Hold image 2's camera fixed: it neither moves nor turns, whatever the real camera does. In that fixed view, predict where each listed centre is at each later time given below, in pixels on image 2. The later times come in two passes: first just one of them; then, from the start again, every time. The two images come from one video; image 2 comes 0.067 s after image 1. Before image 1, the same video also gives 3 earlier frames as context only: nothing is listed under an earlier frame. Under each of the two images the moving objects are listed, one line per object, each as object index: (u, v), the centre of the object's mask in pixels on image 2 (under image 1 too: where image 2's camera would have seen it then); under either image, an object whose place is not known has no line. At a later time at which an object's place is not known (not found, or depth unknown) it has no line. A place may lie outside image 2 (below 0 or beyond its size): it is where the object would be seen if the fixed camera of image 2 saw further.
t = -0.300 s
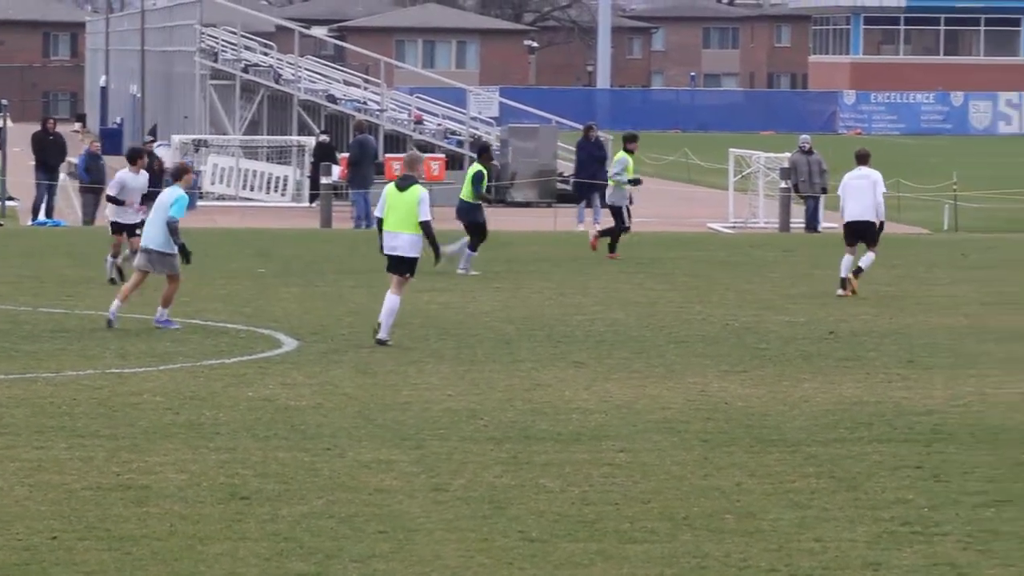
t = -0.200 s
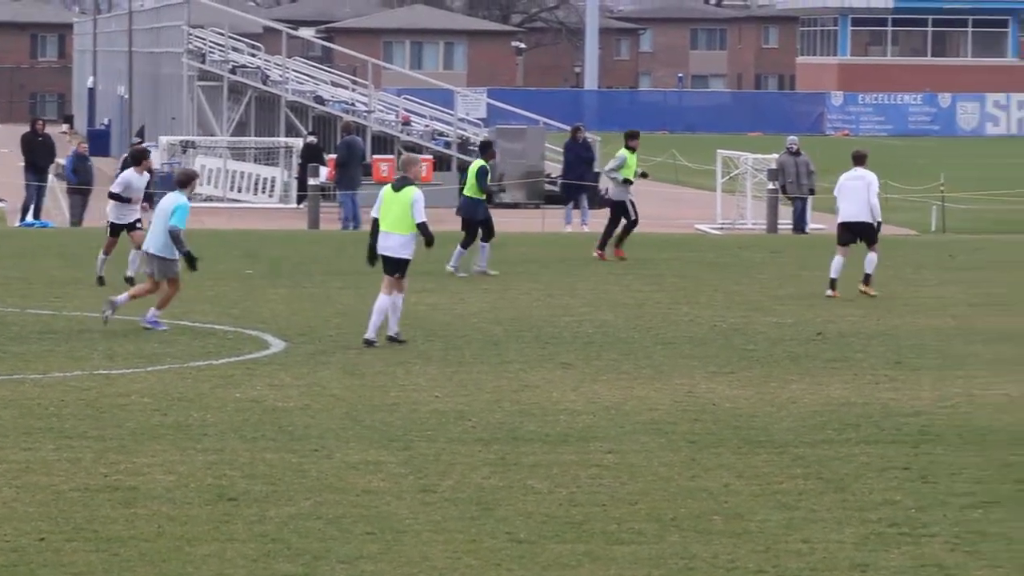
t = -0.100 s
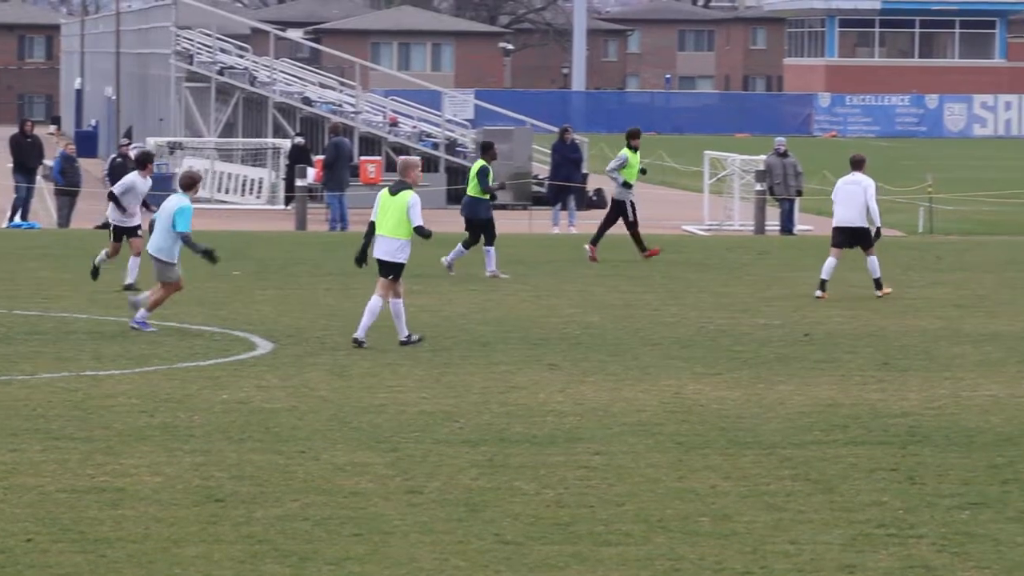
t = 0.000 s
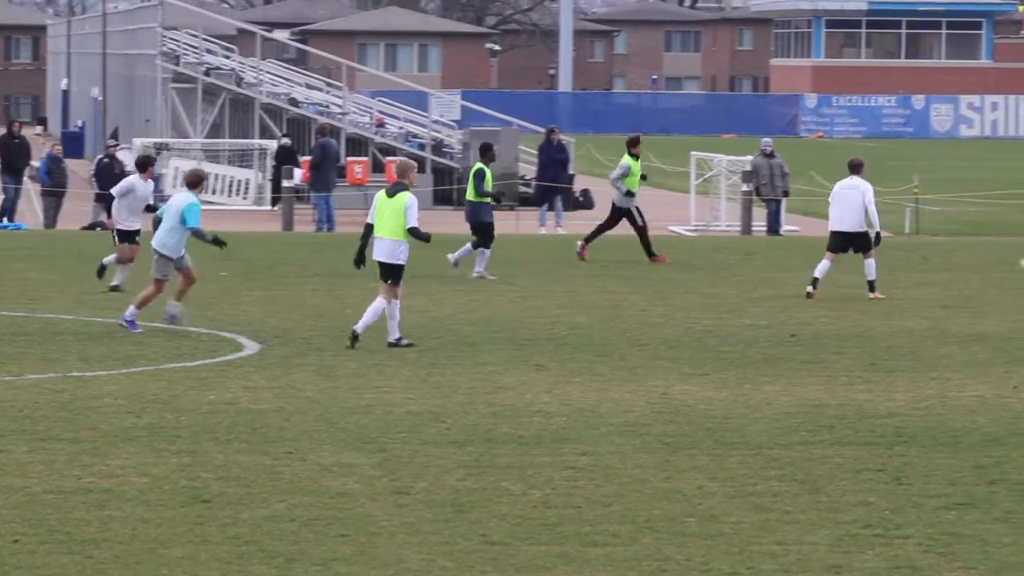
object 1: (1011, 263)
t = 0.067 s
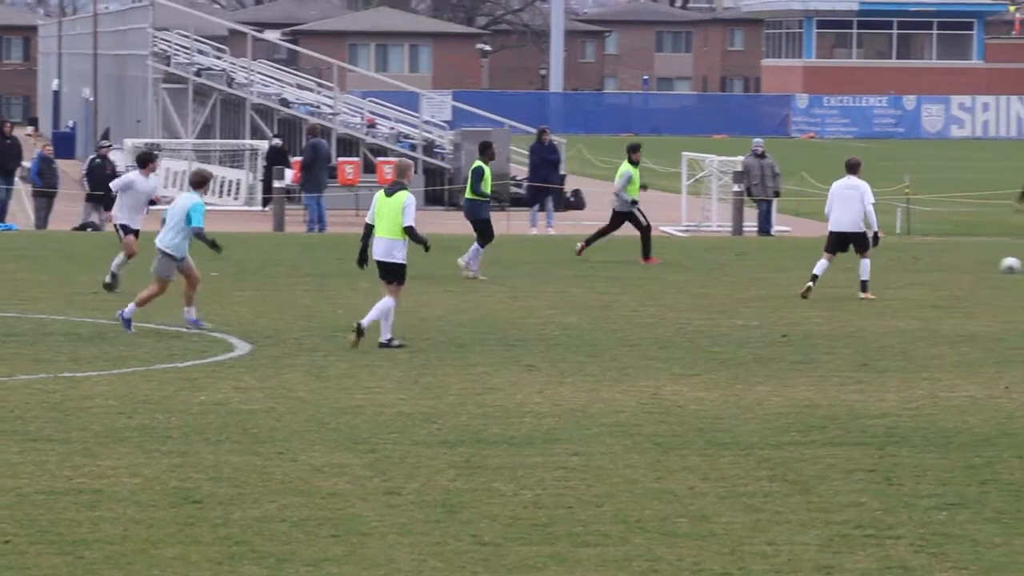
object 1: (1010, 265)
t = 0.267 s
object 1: (986, 264)
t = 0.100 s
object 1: (1006, 265)
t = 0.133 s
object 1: (1002, 264)
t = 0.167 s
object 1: (998, 265)
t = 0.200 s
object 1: (994, 265)
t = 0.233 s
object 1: (990, 264)
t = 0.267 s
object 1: (986, 264)
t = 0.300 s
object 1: (982, 265)
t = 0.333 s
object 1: (978, 265)
